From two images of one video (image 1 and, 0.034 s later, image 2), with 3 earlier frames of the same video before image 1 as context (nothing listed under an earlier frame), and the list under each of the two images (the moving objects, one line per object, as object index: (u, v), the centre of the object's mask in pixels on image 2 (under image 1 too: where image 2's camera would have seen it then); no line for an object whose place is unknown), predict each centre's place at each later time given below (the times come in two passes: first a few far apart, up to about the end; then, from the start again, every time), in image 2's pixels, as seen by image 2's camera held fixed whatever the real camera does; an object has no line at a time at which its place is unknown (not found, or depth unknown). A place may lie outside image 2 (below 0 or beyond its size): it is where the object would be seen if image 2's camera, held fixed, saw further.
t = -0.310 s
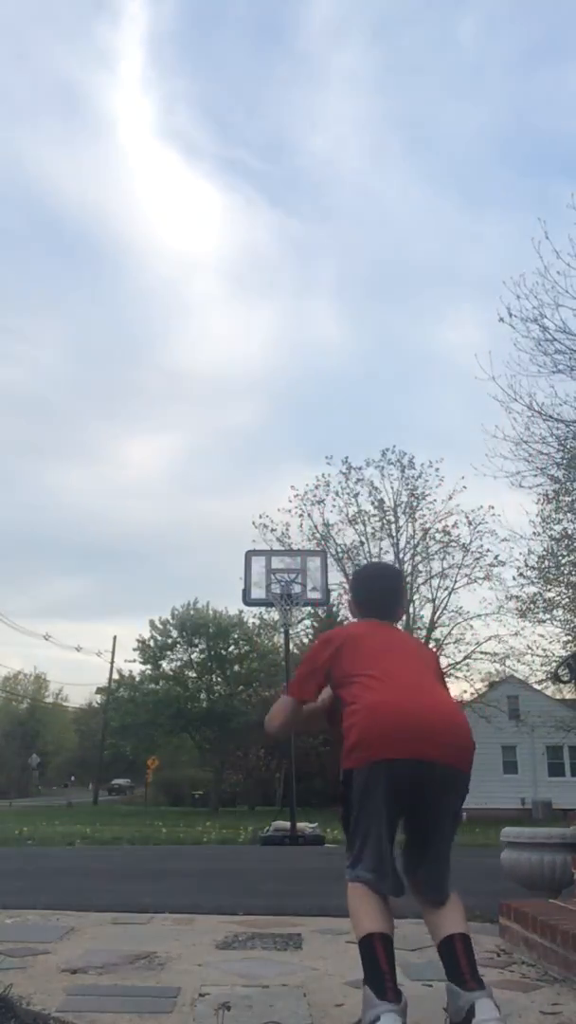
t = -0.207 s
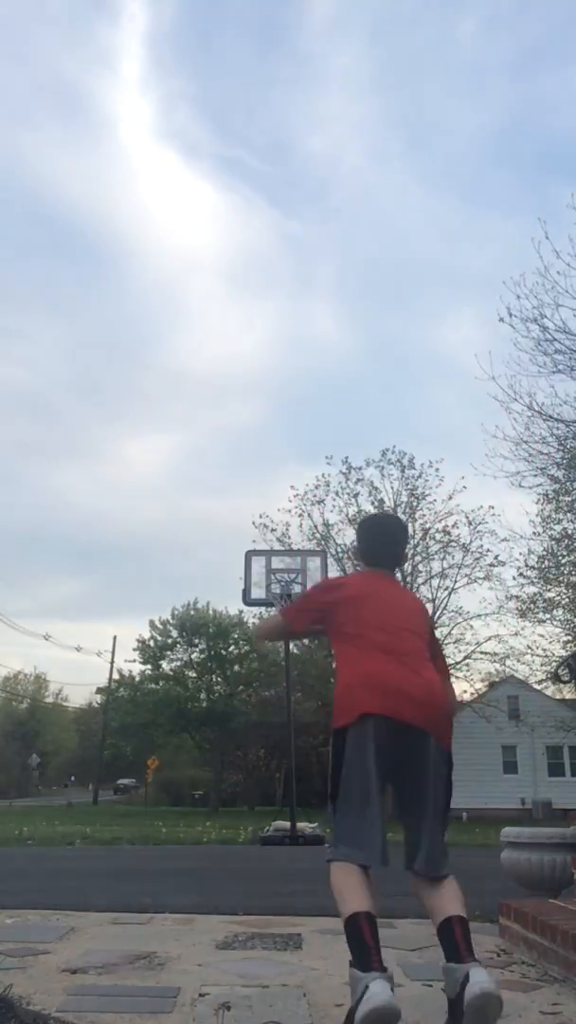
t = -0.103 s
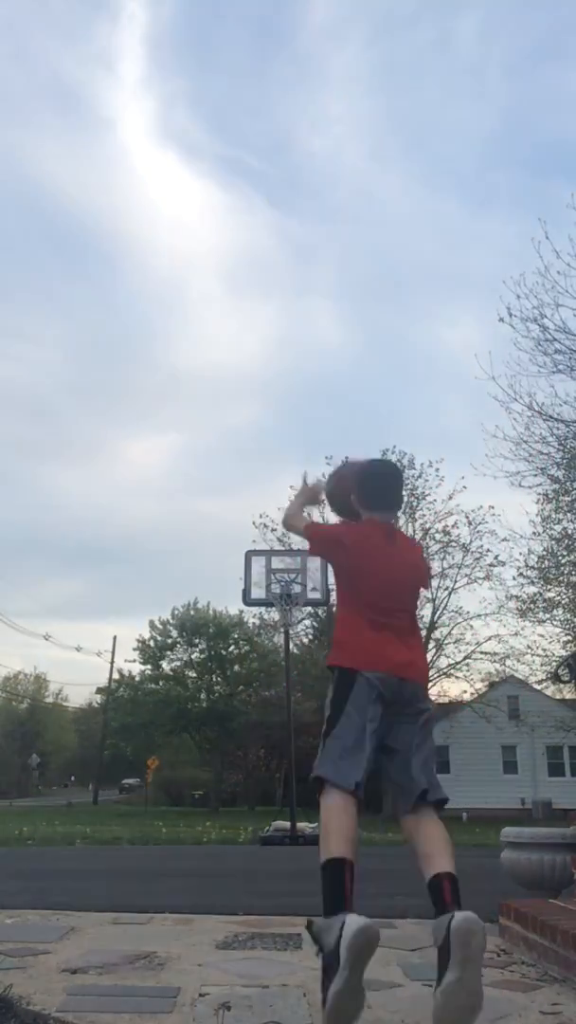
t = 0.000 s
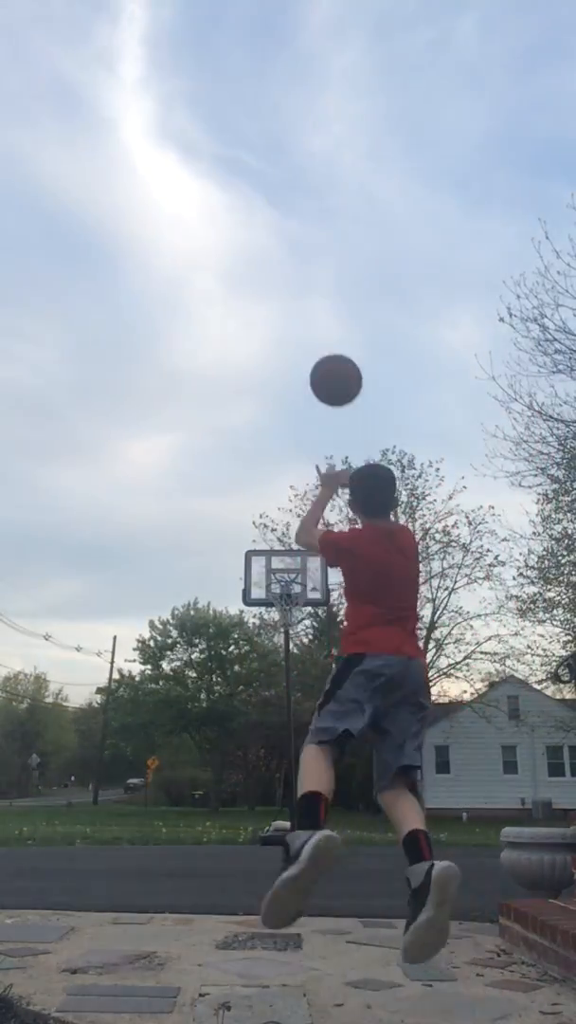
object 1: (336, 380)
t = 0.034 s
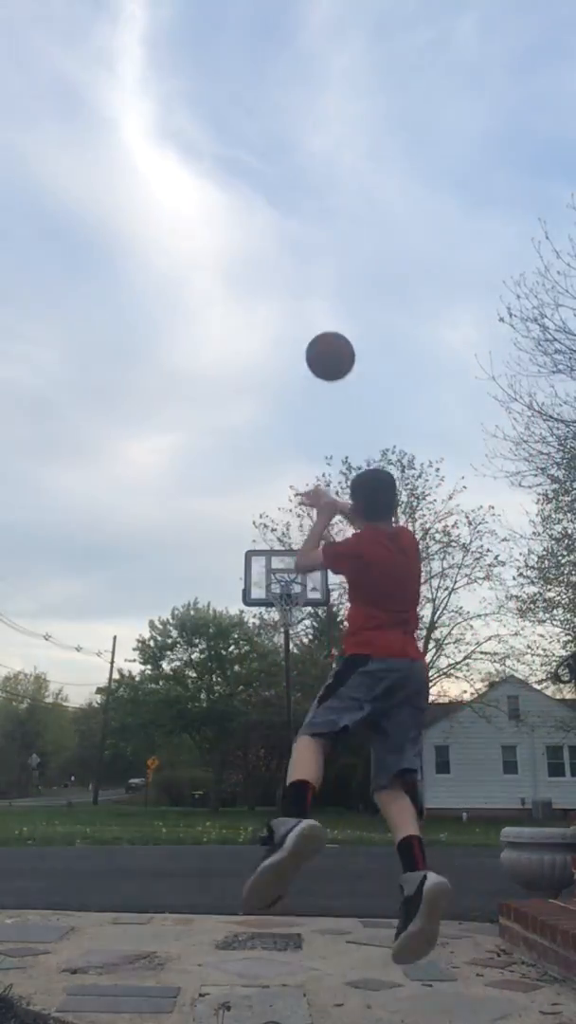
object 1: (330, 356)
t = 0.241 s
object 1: (307, 289)
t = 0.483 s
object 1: (289, 302)
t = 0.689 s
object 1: (282, 350)
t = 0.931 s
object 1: (275, 433)
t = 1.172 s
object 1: (270, 539)
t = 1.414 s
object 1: (279, 569)
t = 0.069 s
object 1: (325, 337)
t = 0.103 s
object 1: (321, 322)
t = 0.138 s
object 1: (316, 310)
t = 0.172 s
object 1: (313, 301)
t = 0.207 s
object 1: (310, 294)
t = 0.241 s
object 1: (307, 289)
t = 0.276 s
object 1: (304, 286)
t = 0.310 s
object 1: (301, 284)
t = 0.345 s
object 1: (299, 284)
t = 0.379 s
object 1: (297, 285)
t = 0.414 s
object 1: (294, 288)
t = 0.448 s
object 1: (293, 291)
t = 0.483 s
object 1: (289, 302)
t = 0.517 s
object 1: (288, 308)
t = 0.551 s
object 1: (286, 315)
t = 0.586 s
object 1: (285, 323)
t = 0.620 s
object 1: (284, 331)
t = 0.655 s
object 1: (283, 340)
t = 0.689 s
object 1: (282, 350)
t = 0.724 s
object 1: (280, 360)
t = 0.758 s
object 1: (279, 371)
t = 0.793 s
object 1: (279, 382)
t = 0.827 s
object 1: (278, 394)
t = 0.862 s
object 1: (277, 407)
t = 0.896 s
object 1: (276, 420)
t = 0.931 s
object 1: (275, 433)
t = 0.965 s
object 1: (274, 447)
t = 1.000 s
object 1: (273, 461)
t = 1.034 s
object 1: (273, 476)
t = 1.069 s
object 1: (272, 491)
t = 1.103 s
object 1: (271, 507)
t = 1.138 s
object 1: (270, 523)
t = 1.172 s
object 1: (270, 539)
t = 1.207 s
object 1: (268, 557)
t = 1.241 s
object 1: (268, 574)
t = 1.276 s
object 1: (269, 579)
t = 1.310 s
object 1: (272, 579)
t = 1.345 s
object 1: (274, 578)
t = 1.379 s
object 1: (276, 573)
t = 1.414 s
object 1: (279, 569)
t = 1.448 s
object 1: (281, 565)
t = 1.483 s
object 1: (286, 561)
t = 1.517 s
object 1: (288, 560)
